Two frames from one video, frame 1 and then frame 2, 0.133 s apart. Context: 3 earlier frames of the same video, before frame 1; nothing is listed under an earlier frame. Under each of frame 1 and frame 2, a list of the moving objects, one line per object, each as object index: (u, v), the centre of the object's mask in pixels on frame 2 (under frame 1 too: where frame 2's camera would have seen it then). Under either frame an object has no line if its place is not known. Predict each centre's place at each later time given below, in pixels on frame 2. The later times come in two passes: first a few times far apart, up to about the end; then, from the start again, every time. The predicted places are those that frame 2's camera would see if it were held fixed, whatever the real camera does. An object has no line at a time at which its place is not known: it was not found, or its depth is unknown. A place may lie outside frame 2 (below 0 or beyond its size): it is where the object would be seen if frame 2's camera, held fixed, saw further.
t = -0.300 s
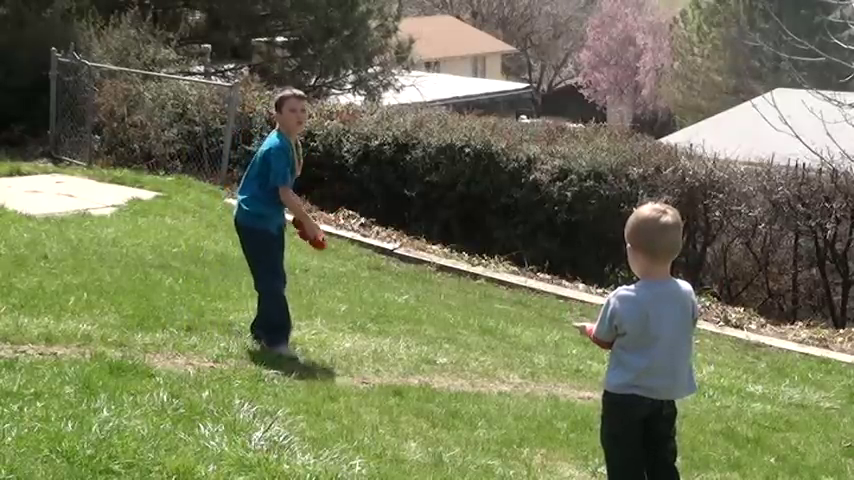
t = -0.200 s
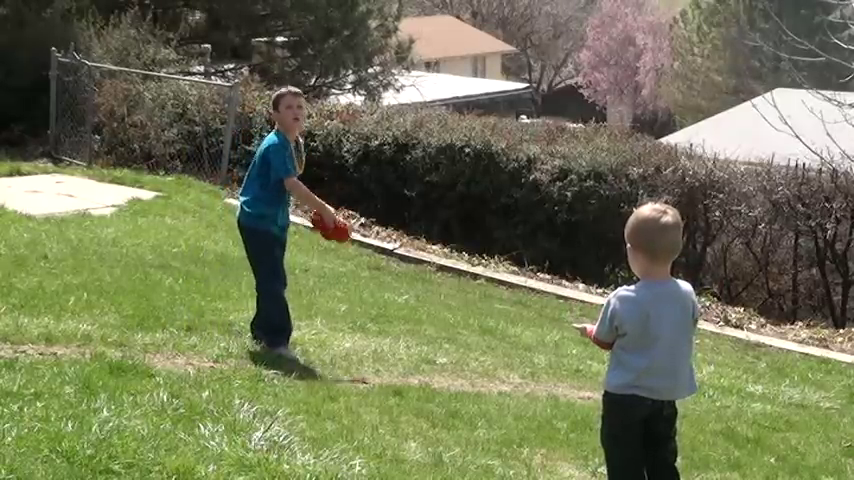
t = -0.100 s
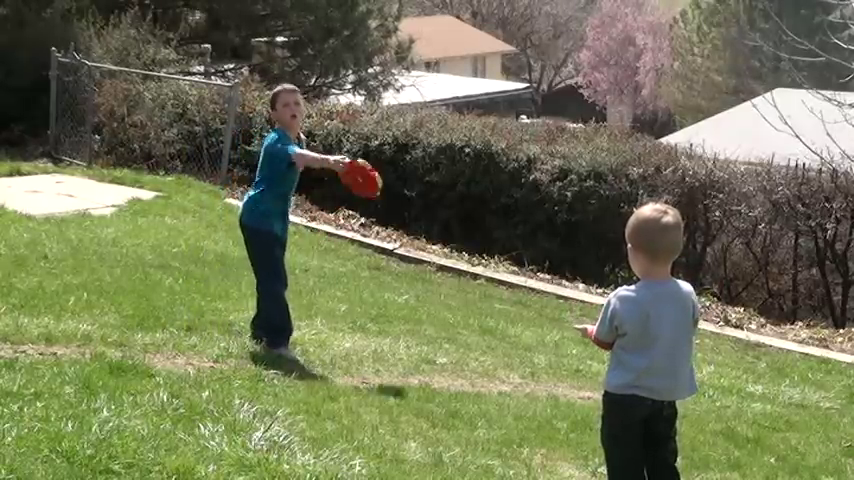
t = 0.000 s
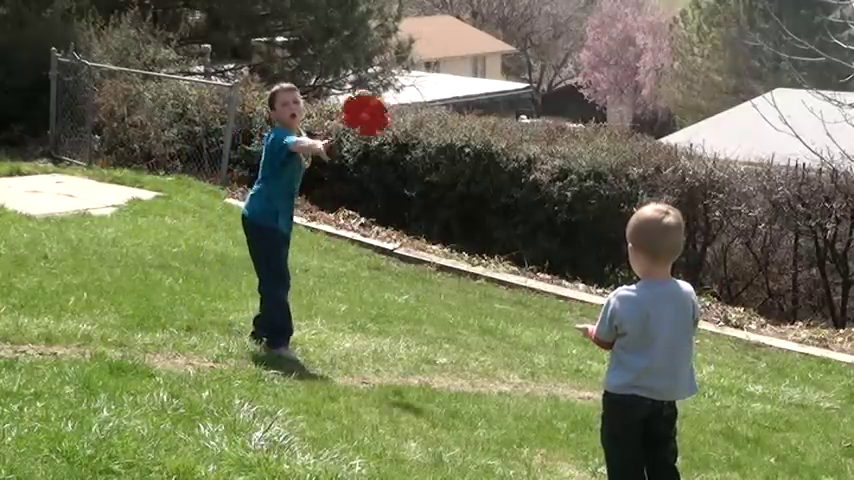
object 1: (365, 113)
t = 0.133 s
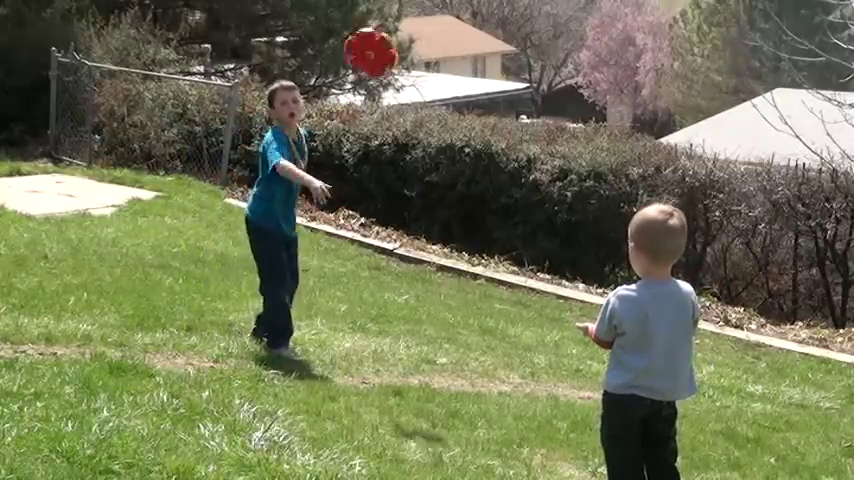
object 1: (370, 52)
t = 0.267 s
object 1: (377, 27)
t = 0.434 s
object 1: (388, 59)
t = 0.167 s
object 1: (372, 41)
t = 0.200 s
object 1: (375, 34)
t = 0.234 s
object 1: (374, 31)
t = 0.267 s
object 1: (377, 27)
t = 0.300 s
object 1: (379, 27)
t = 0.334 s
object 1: (381, 30)
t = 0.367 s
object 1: (384, 37)
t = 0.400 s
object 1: (387, 47)
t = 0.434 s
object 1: (388, 59)
